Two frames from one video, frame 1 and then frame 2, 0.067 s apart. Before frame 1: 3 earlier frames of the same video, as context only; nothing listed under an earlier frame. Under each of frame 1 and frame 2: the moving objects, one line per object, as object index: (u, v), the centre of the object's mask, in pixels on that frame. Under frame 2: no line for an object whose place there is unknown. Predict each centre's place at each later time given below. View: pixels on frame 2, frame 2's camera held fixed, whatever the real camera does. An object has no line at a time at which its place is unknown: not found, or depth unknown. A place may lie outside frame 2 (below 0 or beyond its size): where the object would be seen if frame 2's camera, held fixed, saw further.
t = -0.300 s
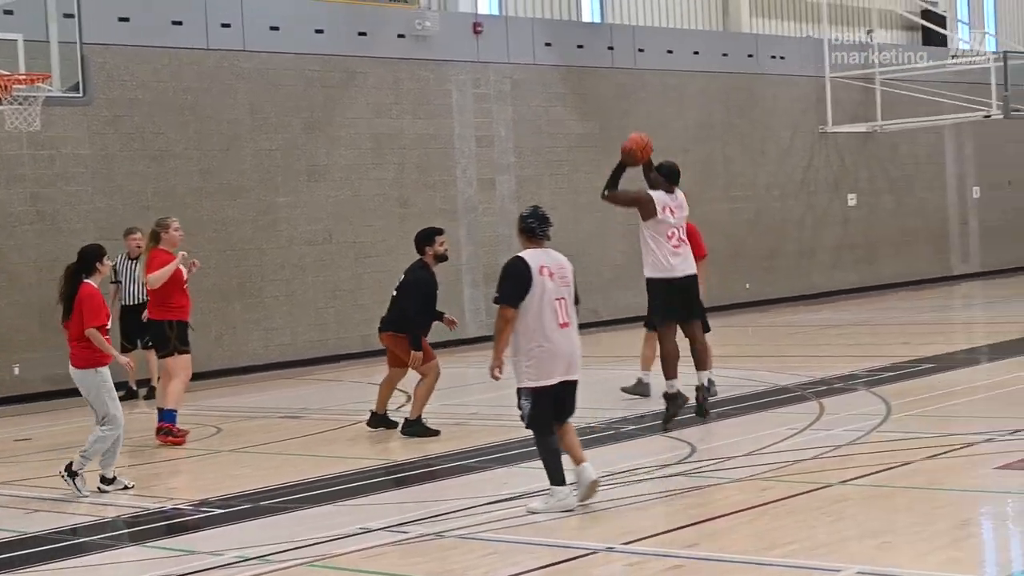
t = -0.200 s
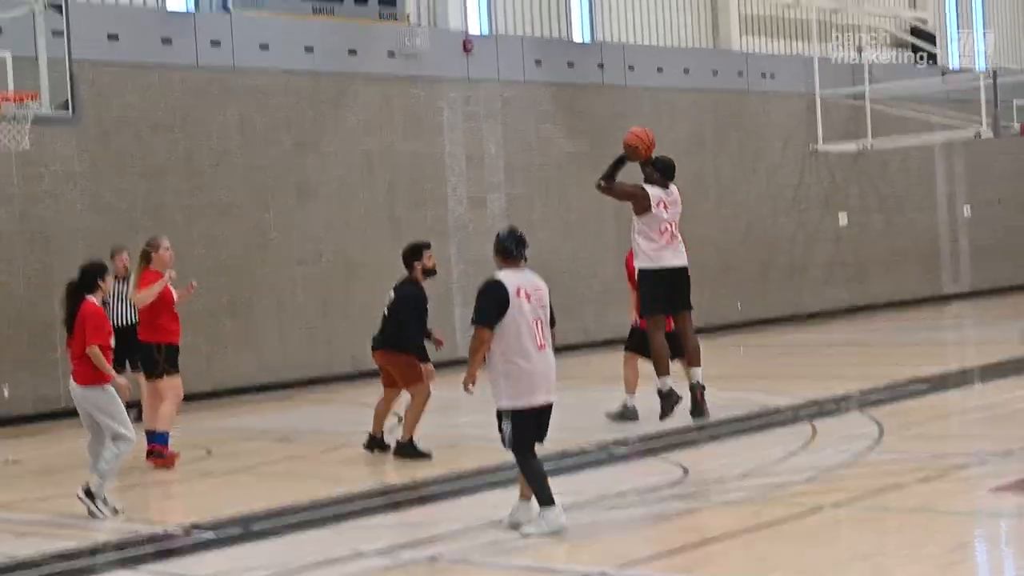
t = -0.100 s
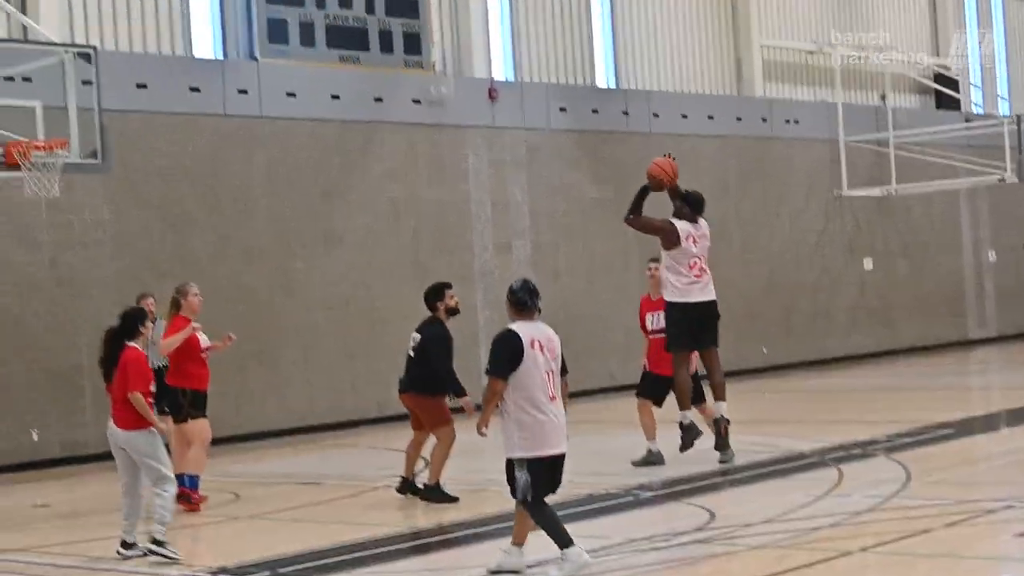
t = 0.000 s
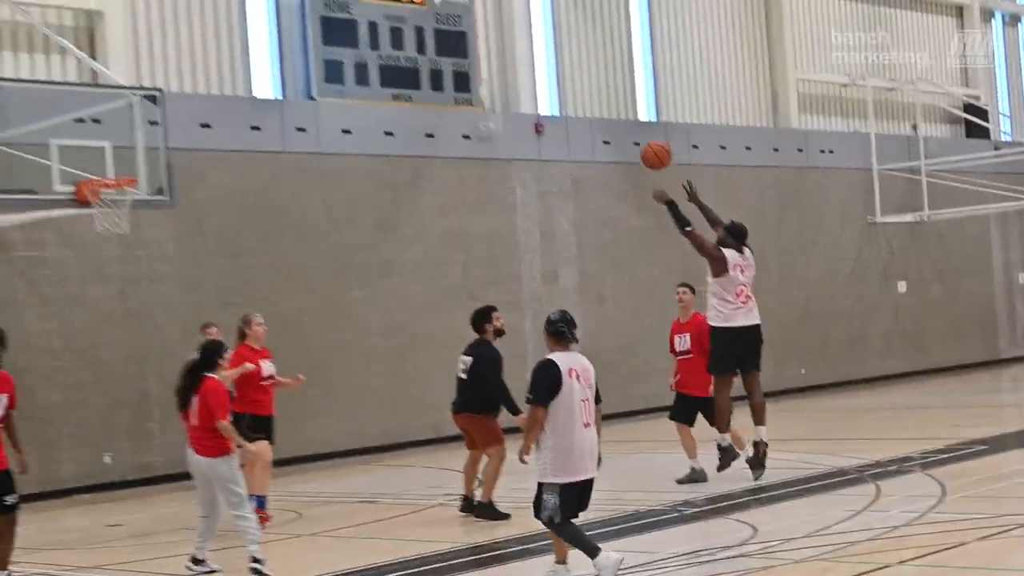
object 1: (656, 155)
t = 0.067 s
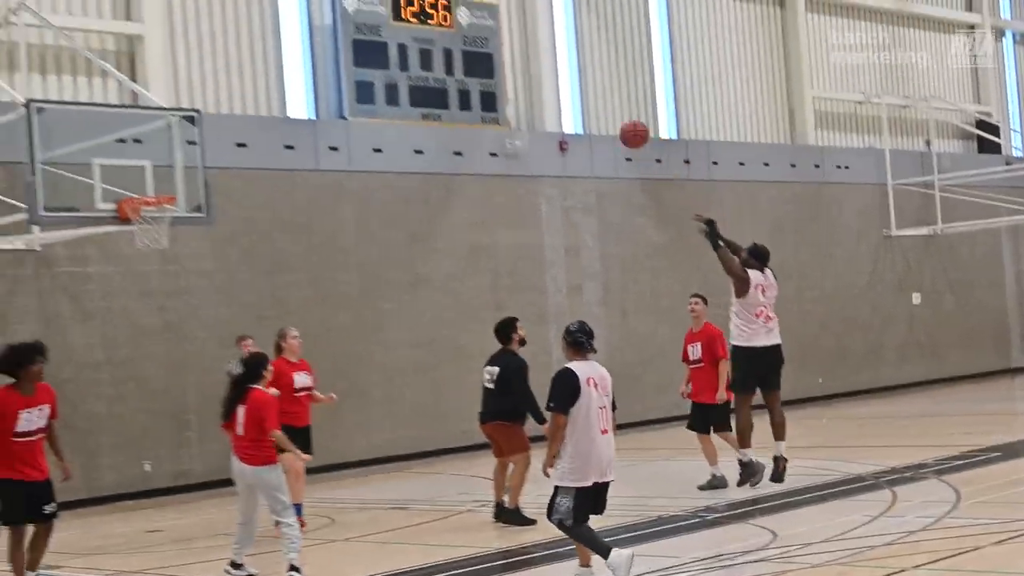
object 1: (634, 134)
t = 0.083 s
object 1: (624, 126)
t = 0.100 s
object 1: (614, 118)
